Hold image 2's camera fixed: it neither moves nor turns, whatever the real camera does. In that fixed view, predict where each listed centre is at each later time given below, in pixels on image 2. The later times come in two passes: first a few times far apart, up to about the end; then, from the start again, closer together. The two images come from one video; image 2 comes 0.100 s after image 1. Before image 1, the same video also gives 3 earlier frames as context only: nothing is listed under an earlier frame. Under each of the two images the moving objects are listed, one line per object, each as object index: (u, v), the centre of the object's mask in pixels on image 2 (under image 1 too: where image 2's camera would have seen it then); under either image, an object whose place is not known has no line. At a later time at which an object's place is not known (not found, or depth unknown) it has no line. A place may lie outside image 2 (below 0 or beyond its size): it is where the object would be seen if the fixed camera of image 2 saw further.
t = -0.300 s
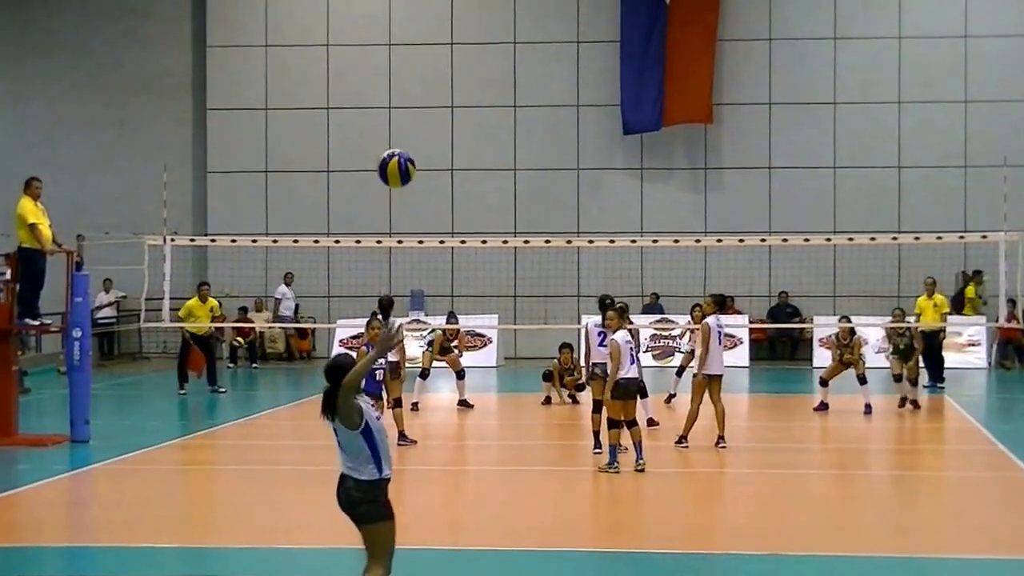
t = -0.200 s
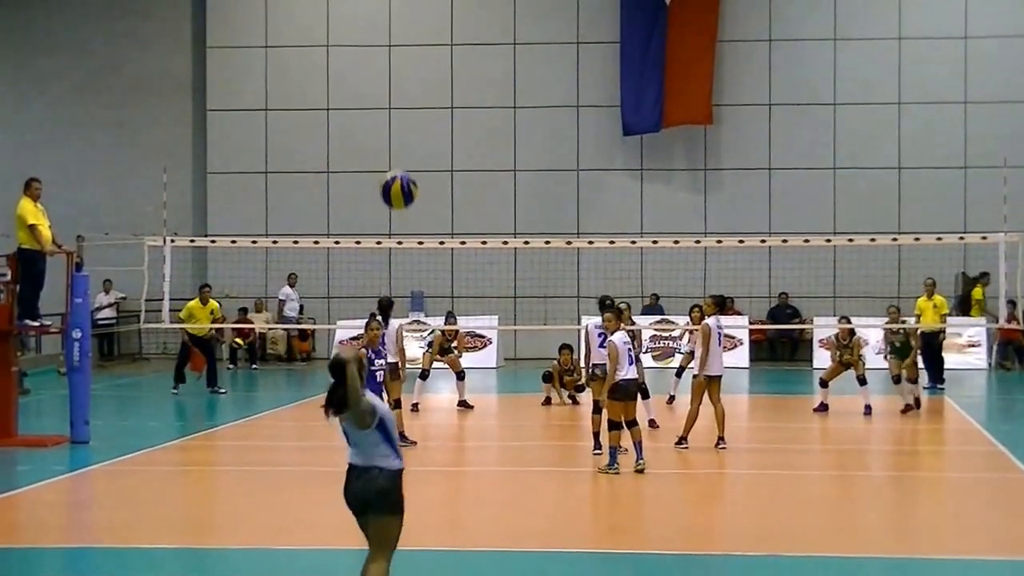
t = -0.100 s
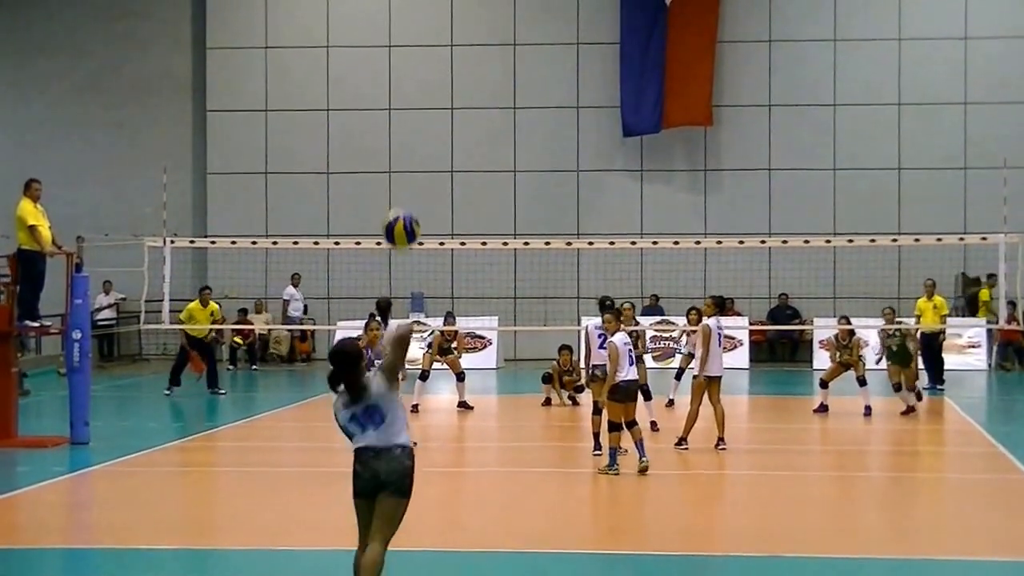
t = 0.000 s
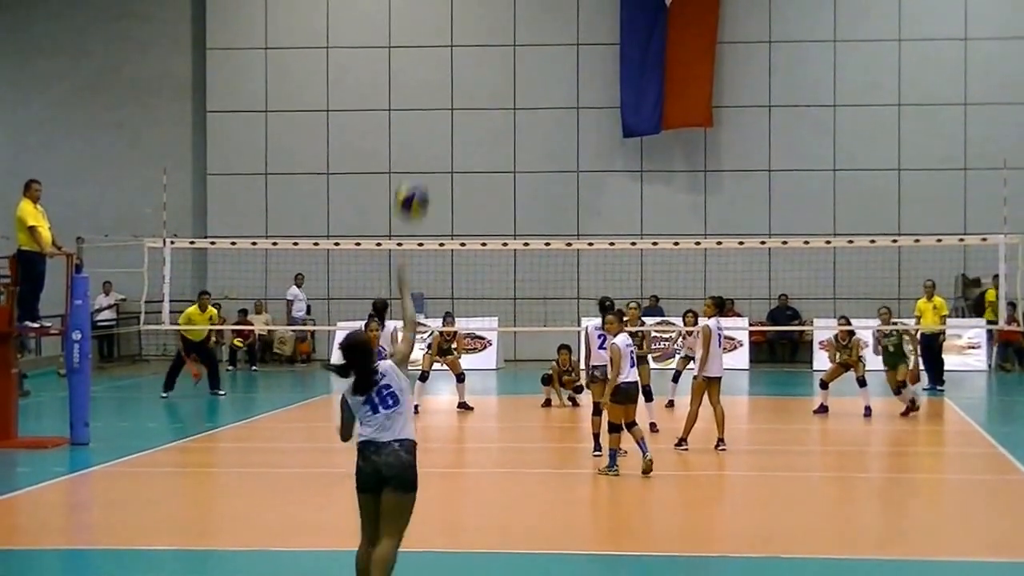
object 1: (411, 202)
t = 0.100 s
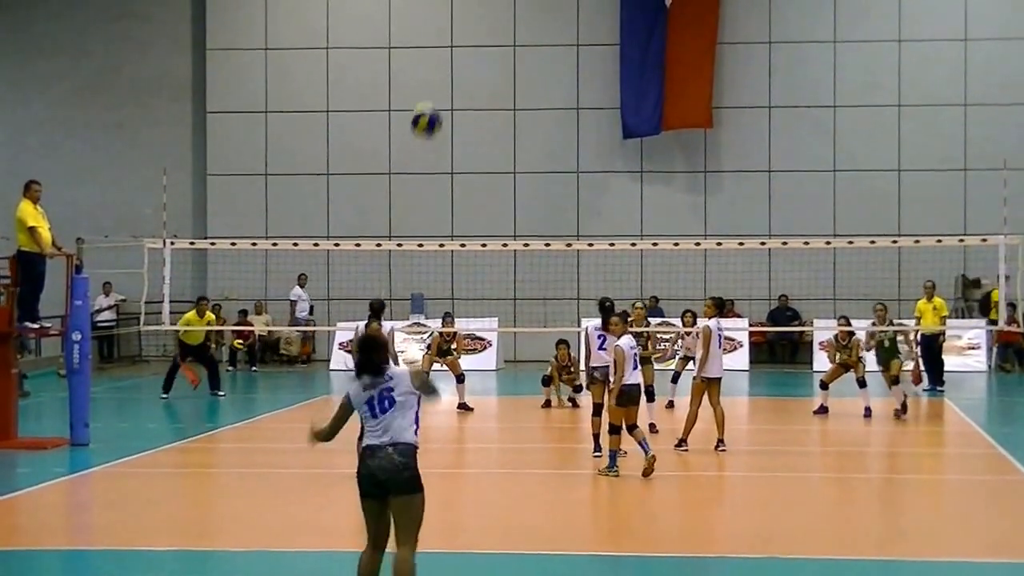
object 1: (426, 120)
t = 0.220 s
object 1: (434, 63)
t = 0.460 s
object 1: (433, 21)
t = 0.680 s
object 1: (420, 33)
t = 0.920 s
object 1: (403, 84)
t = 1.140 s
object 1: (388, 156)
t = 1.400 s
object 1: (374, 261)
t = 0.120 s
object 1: (428, 107)
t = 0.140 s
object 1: (430, 97)
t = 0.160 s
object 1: (431, 86)
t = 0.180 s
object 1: (432, 78)
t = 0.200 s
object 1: (434, 70)
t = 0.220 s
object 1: (434, 63)
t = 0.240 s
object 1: (435, 55)
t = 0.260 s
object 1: (435, 50)
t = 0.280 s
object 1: (435, 44)
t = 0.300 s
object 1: (436, 39)
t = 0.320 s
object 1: (436, 35)
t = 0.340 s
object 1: (436, 32)
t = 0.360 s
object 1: (436, 29)
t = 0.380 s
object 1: (436, 27)
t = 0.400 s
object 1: (434, 24)
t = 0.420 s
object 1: (434, 23)
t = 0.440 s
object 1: (434, 22)
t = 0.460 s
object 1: (433, 21)
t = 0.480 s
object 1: (432, 20)
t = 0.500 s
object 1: (431, 20)
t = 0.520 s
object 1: (430, 20)
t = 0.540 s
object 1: (429, 21)
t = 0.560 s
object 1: (428, 22)
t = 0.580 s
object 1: (427, 23)
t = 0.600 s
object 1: (426, 25)
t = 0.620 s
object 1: (425, 27)
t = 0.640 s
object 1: (423, 29)
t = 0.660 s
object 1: (422, 31)
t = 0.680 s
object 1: (420, 33)
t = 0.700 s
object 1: (419, 36)
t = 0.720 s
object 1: (418, 40)
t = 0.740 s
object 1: (417, 43)
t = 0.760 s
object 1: (414, 47)
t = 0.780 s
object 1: (413, 51)
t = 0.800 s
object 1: (412, 55)
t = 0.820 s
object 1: (410, 59)
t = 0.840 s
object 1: (409, 63)
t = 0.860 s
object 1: (408, 68)
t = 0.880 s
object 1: (406, 73)
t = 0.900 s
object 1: (405, 78)
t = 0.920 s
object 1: (403, 84)
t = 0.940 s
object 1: (401, 89)
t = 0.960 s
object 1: (399, 95)
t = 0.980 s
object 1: (398, 102)
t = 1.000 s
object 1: (396, 108)
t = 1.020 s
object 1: (395, 114)
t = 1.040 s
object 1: (394, 121)
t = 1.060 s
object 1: (393, 128)
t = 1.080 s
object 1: (392, 134)
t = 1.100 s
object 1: (391, 142)
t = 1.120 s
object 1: (389, 148)
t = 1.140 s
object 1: (388, 156)
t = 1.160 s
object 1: (387, 163)
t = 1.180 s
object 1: (386, 171)
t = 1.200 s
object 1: (385, 180)
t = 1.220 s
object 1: (383, 188)
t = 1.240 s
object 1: (381, 194)
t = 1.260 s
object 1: (380, 202)
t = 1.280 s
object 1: (380, 210)
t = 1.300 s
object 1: (379, 218)
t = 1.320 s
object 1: (378, 227)
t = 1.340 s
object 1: (376, 234)
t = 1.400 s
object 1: (374, 261)
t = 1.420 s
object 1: (374, 270)
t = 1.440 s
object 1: (373, 278)
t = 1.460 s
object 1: (371, 286)
